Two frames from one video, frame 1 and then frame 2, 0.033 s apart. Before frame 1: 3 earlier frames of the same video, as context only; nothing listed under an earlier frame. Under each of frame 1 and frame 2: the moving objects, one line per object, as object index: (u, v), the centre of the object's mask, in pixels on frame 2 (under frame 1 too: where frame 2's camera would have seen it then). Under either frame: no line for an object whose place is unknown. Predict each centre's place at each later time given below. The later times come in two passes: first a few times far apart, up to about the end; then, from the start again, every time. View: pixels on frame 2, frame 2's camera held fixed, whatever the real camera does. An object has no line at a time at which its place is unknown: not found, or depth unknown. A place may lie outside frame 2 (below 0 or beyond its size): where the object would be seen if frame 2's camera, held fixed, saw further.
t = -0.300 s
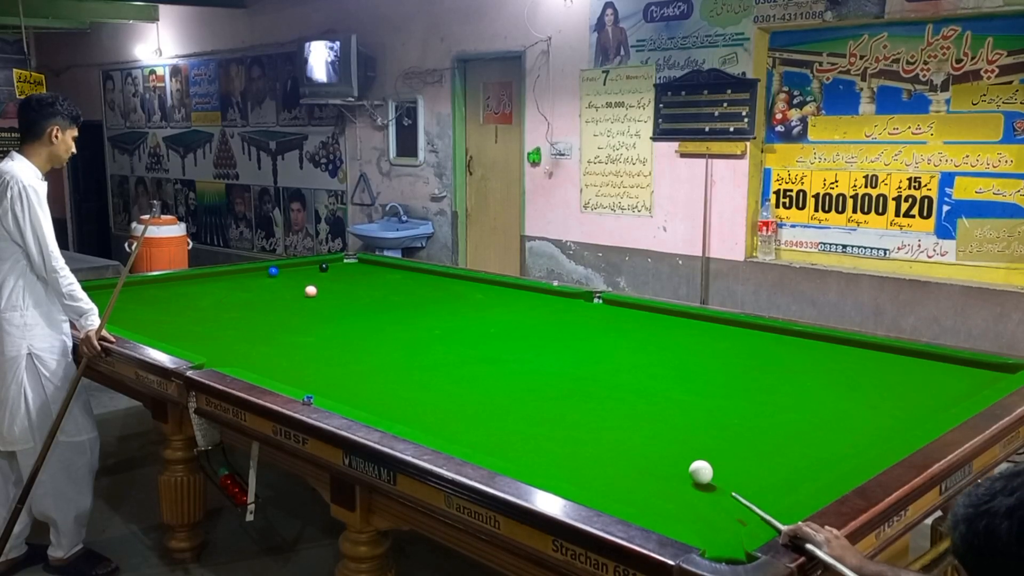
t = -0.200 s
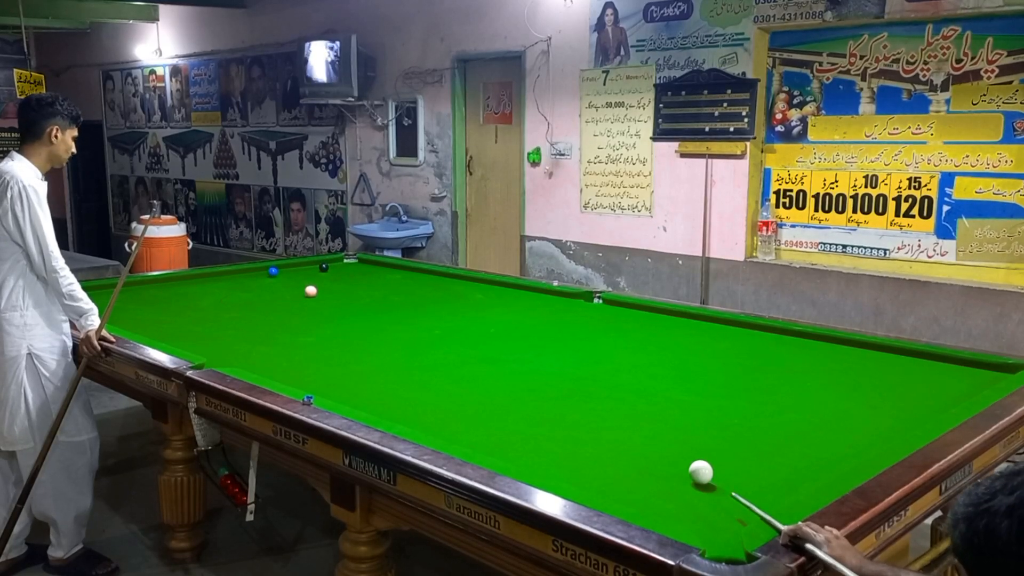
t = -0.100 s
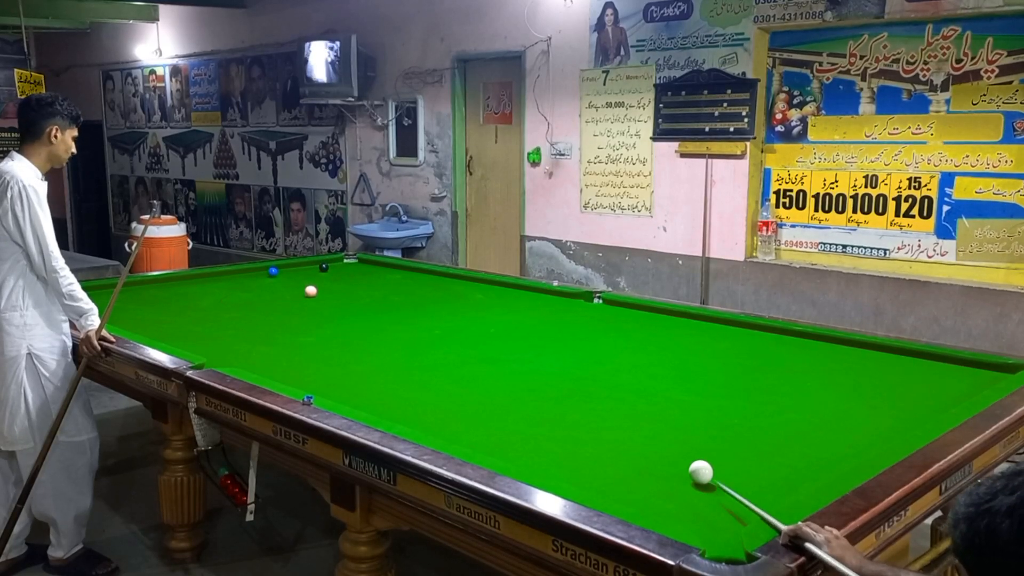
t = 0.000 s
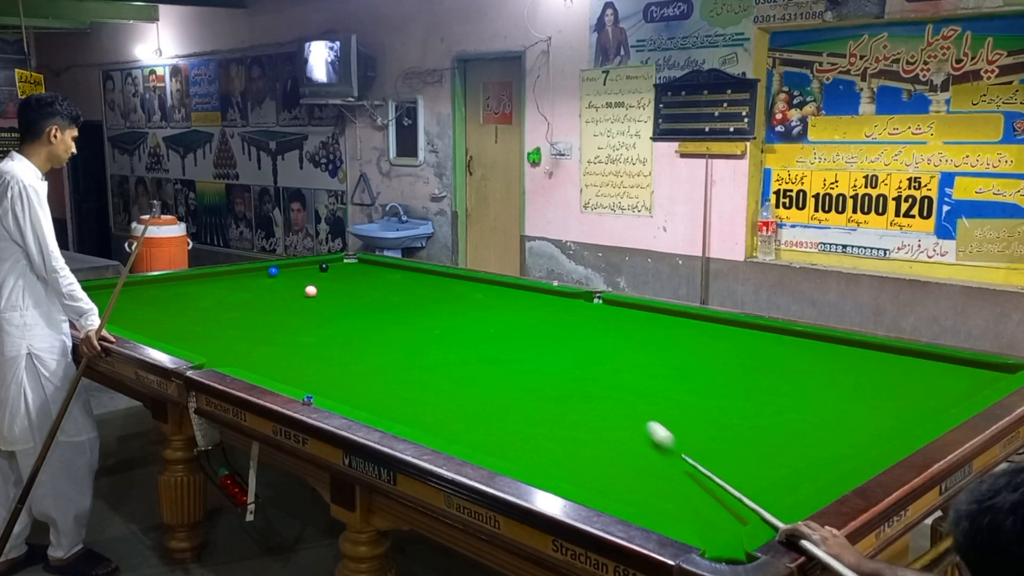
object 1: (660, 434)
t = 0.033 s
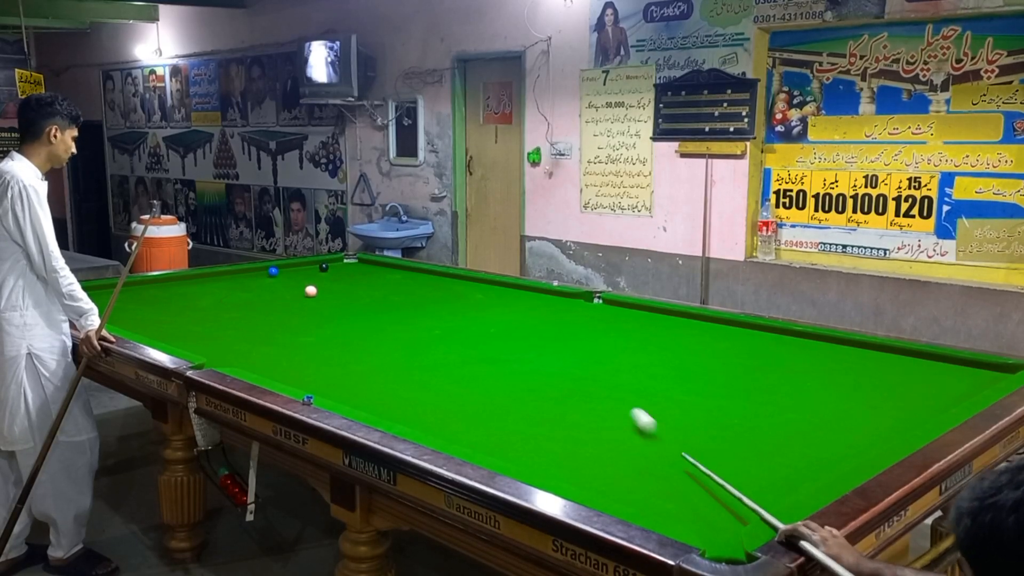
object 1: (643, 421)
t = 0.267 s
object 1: (563, 354)
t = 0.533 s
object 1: (508, 309)
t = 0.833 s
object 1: (464, 277)
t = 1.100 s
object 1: (357, 272)
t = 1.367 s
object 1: (261, 267)
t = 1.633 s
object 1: (237, 282)
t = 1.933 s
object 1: (205, 301)
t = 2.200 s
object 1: (170, 323)
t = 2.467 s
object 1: (190, 338)
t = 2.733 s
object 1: (282, 341)
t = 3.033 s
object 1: (383, 344)
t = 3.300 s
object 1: (472, 347)
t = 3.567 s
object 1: (561, 350)
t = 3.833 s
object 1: (649, 353)
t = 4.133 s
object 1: (748, 357)
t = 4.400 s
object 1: (837, 360)
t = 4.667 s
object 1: (925, 363)
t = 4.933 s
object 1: (999, 368)
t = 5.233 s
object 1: (981, 369)
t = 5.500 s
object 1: (941, 366)
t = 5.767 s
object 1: (906, 363)
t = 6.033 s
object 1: (875, 360)
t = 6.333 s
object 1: (844, 357)
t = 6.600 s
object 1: (821, 355)
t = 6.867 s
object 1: (801, 354)
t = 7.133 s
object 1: (785, 353)
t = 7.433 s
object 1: (771, 352)
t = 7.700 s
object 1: (761, 351)
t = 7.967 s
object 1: (754, 351)
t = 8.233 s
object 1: (750, 350)
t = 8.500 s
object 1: (747, 351)
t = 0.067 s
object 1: (628, 408)
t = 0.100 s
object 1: (615, 397)
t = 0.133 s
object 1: (603, 387)
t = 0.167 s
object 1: (592, 378)
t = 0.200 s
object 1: (582, 369)
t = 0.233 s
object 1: (572, 361)
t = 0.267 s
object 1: (563, 354)
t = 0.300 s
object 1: (555, 348)
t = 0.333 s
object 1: (547, 341)
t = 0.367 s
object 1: (539, 335)
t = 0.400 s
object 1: (533, 329)
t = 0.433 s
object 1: (526, 323)
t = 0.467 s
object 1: (520, 318)
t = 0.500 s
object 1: (514, 313)
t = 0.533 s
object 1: (508, 309)
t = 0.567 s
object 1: (503, 304)
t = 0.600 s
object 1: (498, 300)
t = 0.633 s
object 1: (493, 296)
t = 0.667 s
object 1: (489, 292)
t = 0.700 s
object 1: (485, 289)
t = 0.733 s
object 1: (480, 285)
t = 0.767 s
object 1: (476, 282)
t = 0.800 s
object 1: (473, 279)
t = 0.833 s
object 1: (464, 277)
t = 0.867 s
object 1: (450, 277)
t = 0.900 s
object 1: (435, 276)
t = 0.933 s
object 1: (421, 276)
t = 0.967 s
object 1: (408, 275)
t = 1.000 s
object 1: (395, 274)
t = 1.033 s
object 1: (382, 273)
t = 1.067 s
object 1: (370, 273)
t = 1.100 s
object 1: (357, 272)
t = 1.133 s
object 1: (345, 272)
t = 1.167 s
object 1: (332, 271)
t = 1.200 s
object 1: (320, 270)
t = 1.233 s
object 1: (308, 270)
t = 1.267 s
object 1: (296, 269)
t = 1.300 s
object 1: (285, 269)
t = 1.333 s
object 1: (272, 267)
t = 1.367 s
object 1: (261, 267)
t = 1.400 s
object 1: (257, 269)
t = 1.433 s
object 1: (255, 271)
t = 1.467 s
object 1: (252, 273)
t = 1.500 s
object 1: (249, 274)
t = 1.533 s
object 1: (246, 276)
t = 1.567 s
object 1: (244, 278)
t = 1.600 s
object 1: (241, 280)
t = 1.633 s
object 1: (237, 282)
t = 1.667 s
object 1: (234, 284)
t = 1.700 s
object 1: (231, 286)
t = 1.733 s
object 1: (227, 288)
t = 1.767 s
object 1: (224, 290)
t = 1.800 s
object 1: (221, 292)
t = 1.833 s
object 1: (217, 294)
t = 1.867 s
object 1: (213, 296)
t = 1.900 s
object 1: (209, 299)
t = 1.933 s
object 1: (205, 301)
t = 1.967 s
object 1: (201, 304)
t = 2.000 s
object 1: (197, 306)
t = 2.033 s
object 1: (193, 309)
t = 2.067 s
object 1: (188, 312)
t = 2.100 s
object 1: (184, 315)
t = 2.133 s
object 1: (180, 317)
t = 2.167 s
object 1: (175, 320)
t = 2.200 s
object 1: (170, 323)
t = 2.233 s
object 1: (165, 326)
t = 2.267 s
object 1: (160, 329)
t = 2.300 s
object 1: (155, 332)
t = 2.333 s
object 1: (151, 334)
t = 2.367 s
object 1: (155, 335)
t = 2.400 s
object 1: (167, 336)
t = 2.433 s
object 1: (179, 338)
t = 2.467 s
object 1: (190, 338)
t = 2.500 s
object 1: (202, 339)
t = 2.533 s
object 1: (213, 339)
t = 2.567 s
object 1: (225, 339)
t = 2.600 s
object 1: (236, 340)
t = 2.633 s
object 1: (248, 340)
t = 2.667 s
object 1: (259, 340)
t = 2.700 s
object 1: (270, 340)
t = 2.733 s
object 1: (282, 341)
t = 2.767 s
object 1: (293, 341)
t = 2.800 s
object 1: (304, 342)
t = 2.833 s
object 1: (316, 342)
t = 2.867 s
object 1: (327, 342)
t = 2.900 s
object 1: (338, 343)
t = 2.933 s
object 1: (350, 343)
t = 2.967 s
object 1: (361, 343)
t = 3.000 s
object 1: (372, 344)
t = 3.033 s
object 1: (383, 344)
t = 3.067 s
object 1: (394, 344)
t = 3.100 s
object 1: (405, 345)
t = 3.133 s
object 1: (417, 345)
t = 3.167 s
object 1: (428, 346)
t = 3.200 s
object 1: (439, 346)
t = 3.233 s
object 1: (450, 346)
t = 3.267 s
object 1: (461, 346)
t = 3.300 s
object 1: (472, 347)
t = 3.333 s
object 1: (483, 347)
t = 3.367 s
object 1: (495, 348)
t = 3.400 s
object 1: (505, 348)
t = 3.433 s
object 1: (517, 349)
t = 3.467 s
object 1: (527, 349)
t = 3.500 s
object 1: (538, 350)
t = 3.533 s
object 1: (550, 350)
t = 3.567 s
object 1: (561, 350)
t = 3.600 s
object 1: (571, 351)
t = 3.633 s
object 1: (583, 351)
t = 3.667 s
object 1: (594, 351)
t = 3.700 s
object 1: (605, 352)
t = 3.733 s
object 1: (615, 352)
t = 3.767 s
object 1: (626, 352)
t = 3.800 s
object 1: (638, 353)
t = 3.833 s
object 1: (649, 353)
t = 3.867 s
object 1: (660, 353)
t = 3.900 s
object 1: (671, 354)
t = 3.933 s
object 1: (682, 354)
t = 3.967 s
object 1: (693, 355)
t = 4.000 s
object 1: (704, 355)
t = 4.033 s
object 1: (715, 356)
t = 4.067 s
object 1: (726, 356)
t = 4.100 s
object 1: (737, 357)
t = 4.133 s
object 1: (748, 357)
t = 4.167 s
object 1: (759, 357)
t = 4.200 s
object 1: (770, 358)
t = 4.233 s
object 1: (782, 358)
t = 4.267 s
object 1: (792, 358)
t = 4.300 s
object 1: (803, 359)
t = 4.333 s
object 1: (815, 359)
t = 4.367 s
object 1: (826, 360)
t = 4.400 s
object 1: (837, 360)
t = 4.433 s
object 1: (848, 360)
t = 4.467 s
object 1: (859, 361)
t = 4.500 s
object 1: (870, 361)
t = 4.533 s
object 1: (881, 362)
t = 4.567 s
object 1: (892, 362)
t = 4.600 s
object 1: (903, 362)
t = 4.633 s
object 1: (914, 363)
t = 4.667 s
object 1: (925, 363)
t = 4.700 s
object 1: (936, 363)
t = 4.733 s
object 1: (947, 364)
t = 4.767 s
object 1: (957, 364)
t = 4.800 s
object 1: (968, 364)
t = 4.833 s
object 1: (979, 365)
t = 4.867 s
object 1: (990, 365)
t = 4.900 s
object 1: (995, 367)
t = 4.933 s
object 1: (999, 368)
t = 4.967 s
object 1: (1003, 369)
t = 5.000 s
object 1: (1007, 369)
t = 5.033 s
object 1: (1010, 370)
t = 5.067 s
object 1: (1006, 370)
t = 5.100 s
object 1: (1002, 371)
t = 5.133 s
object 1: (997, 371)
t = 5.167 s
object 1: (991, 371)
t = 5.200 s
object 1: (986, 370)
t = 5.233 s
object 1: (981, 369)
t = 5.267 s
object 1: (975, 369)
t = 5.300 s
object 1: (970, 368)
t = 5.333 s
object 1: (965, 368)
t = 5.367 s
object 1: (960, 368)
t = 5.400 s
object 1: (955, 367)
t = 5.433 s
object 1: (951, 367)
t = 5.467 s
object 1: (946, 366)
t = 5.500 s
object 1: (941, 366)
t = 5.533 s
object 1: (936, 365)
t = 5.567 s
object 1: (932, 365)
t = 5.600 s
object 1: (927, 365)
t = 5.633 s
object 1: (923, 364)
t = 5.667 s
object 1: (919, 364)
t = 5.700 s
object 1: (914, 363)
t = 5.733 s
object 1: (910, 363)
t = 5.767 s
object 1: (906, 363)
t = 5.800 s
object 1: (902, 362)
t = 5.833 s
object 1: (898, 362)
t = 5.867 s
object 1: (894, 361)
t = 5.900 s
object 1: (890, 361)
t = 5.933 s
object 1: (886, 361)
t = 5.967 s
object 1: (882, 361)
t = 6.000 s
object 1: (878, 360)
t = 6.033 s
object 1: (875, 360)
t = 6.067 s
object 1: (871, 359)
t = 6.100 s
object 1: (868, 359)
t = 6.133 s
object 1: (864, 359)
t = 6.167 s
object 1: (861, 358)
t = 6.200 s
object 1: (857, 358)
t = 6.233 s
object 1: (853, 358)
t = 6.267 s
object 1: (850, 358)
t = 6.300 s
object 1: (847, 358)
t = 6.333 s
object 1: (844, 357)
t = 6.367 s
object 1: (841, 357)
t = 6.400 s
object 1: (838, 357)
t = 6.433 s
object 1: (835, 356)
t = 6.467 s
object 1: (832, 356)
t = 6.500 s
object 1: (829, 356)
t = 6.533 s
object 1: (826, 356)
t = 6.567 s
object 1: (824, 356)
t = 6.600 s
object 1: (821, 355)
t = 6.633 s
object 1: (818, 355)
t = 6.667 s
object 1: (816, 355)
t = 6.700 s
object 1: (813, 355)
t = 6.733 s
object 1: (811, 355)
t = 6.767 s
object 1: (808, 354)
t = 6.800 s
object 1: (806, 354)
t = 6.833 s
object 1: (804, 354)
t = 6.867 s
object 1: (801, 354)
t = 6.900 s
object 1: (799, 354)
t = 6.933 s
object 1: (797, 354)
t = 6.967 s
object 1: (795, 353)
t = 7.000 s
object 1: (793, 353)
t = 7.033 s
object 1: (791, 353)
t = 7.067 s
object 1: (789, 353)
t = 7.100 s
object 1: (787, 353)
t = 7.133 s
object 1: (785, 353)
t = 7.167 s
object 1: (783, 353)
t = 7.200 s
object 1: (782, 352)
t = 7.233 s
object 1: (780, 352)
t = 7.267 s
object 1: (778, 352)
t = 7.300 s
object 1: (776, 352)
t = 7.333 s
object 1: (775, 352)
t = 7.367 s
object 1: (773, 352)
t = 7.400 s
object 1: (772, 352)
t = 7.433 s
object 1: (771, 352)
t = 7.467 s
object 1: (769, 352)
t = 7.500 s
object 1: (768, 352)
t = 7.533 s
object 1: (767, 351)
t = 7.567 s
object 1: (766, 351)
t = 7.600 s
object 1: (764, 351)
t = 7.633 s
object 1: (763, 351)
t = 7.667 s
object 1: (762, 351)
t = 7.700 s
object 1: (761, 351)
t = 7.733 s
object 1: (760, 351)
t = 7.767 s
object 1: (759, 351)
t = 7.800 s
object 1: (758, 351)
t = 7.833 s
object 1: (757, 351)
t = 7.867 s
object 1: (756, 351)
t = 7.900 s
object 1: (755, 351)
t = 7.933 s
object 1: (755, 351)
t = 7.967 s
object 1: (754, 351)
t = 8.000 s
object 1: (753, 351)
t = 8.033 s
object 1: (752, 351)
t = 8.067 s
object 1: (752, 351)
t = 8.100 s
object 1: (751, 351)
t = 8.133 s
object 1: (751, 351)
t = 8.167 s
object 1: (751, 351)
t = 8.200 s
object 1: (750, 350)
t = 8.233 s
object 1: (750, 350)
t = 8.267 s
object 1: (749, 350)
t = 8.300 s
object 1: (749, 350)
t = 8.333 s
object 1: (749, 350)
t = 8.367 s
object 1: (748, 351)
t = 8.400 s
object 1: (748, 351)
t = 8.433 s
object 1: (748, 350)
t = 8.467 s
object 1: (748, 351)
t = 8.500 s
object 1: (747, 351)
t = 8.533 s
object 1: (747, 351)
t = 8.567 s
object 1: (747, 351)
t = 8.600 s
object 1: (748, 351)
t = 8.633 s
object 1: (748, 351)
